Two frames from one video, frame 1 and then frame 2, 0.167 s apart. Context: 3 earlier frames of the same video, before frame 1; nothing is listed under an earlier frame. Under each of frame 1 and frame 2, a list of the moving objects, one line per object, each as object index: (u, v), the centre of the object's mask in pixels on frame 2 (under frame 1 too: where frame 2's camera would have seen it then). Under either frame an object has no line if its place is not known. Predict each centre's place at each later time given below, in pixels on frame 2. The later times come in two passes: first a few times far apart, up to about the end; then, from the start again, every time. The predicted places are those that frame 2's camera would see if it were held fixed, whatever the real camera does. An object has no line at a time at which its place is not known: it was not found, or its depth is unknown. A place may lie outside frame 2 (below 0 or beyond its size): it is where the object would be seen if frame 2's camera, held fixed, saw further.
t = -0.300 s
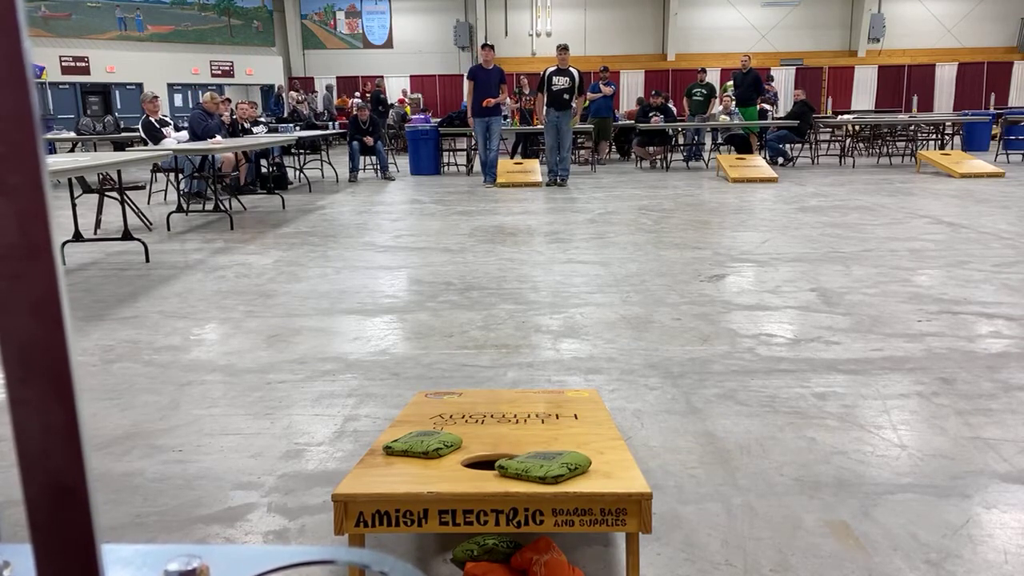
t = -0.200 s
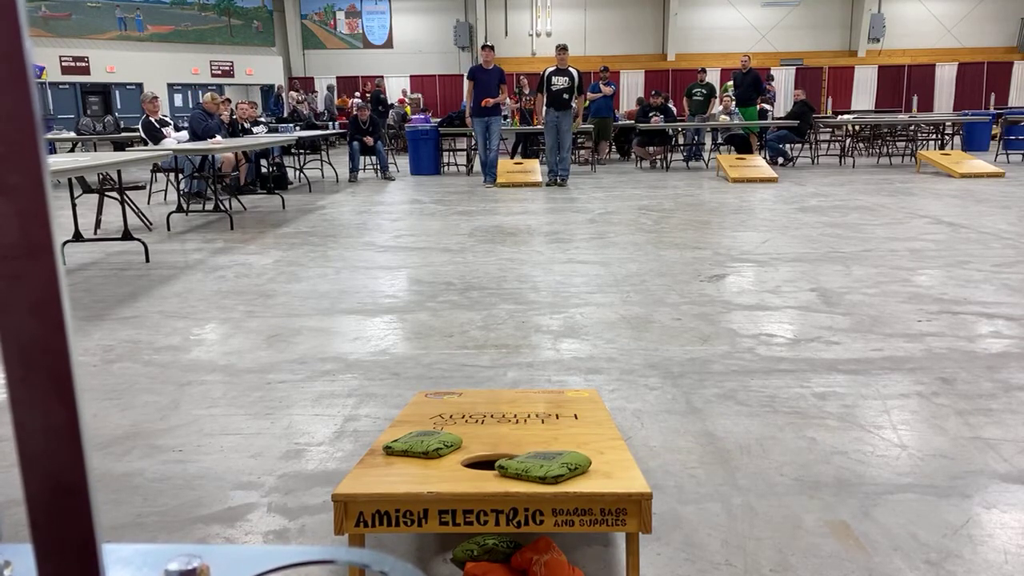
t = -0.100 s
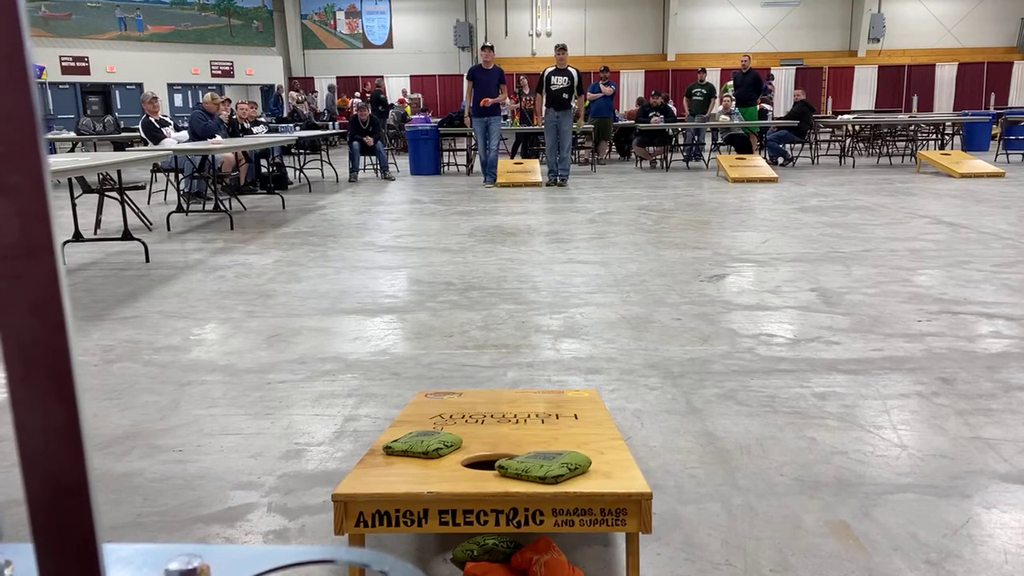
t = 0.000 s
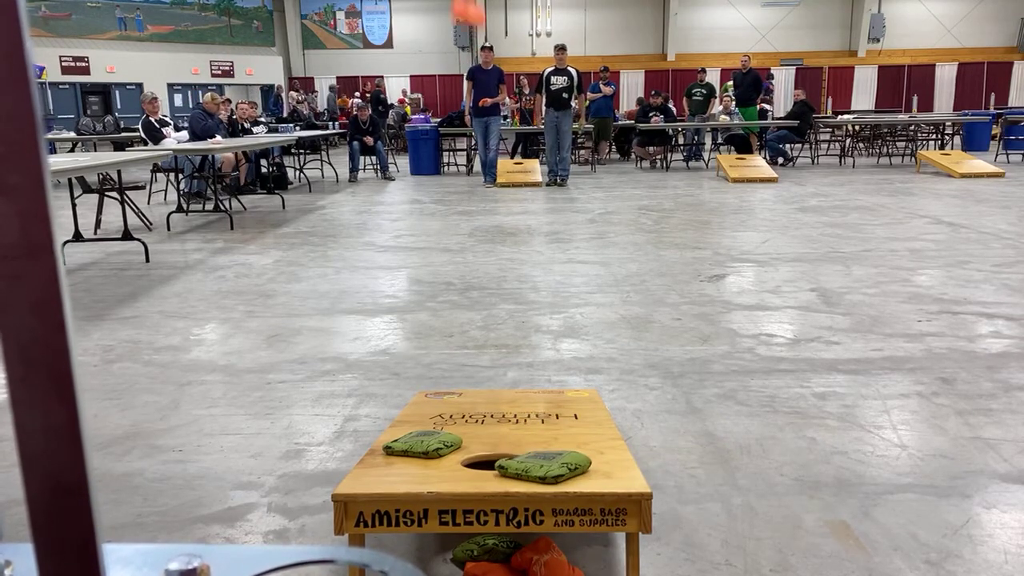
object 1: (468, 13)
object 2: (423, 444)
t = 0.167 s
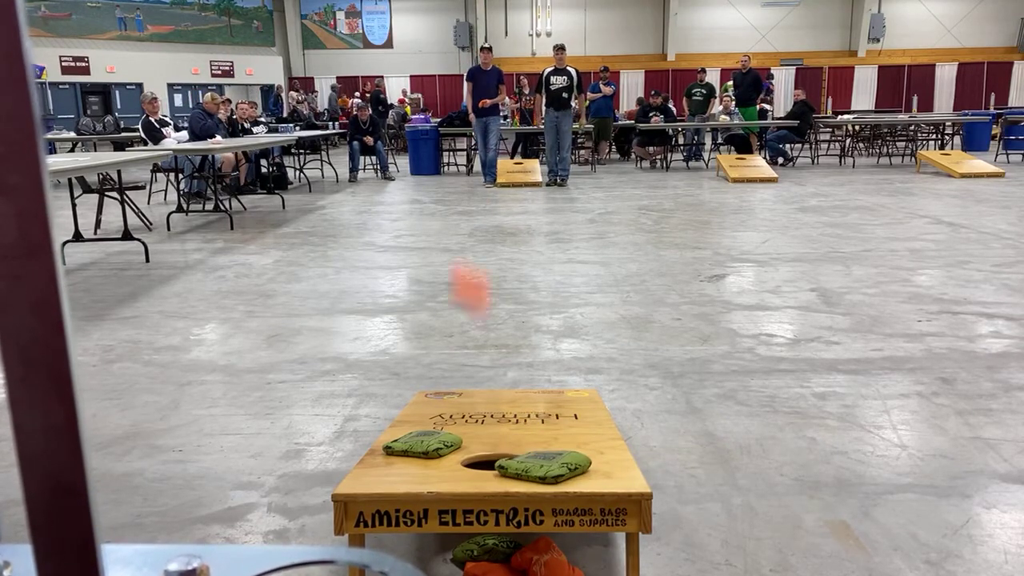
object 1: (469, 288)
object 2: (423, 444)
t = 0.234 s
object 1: (470, 399)
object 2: (424, 444)
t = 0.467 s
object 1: (465, 433)
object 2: (423, 442)
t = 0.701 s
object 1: (466, 441)
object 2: (406, 448)
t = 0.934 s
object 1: (466, 441)
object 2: (406, 448)
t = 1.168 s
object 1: (466, 441)
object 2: (406, 448)
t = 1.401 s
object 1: (466, 441)
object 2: (406, 448)
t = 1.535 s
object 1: (466, 441)
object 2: (406, 448)
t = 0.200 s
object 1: (471, 374)
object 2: (424, 444)
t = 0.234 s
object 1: (470, 399)
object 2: (424, 444)
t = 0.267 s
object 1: (469, 399)
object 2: (424, 444)
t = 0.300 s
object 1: (465, 405)
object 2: (424, 444)
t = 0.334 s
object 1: (460, 413)
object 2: (424, 444)
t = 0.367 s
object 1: (458, 421)
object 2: (424, 444)
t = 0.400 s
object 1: (458, 425)
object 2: (424, 444)
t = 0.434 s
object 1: (462, 429)
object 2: (424, 443)
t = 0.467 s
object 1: (465, 433)
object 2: (423, 442)
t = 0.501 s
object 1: (465, 436)
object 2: (420, 442)
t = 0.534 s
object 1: (465, 438)
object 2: (416, 444)
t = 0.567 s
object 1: (465, 440)
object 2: (413, 446)
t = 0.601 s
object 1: (465, 441)
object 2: (409, 447)
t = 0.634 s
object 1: (466, 441)
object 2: (407, 448)
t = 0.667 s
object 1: (466, 441)
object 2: (406, 448)
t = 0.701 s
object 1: (466, 441)
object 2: (406, 448)
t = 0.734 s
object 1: (466, 441)
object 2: (406, 448)
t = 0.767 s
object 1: (466, 441)
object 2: (406, 448)
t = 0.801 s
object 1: (466, 441)
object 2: (406, 448)
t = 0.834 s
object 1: (466, 441)
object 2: (406, 448)
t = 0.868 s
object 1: (466, 441)
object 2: (406, 448)
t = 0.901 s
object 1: (466, 441)
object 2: (406, 448)
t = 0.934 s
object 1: (466, 441)
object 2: (406, 448)
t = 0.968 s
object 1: (466, 441)
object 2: (406, 448)
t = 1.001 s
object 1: (466, 441)
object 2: (406, 448)
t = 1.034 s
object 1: (466, 441)
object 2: (406, 448)
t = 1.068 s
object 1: (466, 441)
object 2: (406, 448)
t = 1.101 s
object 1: (466, 441)
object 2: (406, 448)
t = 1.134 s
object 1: (466, 441)
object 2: (406, 448)
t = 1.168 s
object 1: (466, 441)
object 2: (406, 448)
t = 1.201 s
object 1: (466, 441)
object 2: (406, 448)
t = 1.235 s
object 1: (466, 441)
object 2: (406, 448)
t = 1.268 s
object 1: (466, 441)
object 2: (406, 448)
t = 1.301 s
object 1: (466, 441)
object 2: (406, 448)
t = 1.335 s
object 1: (466, 441)
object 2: (406, 448)
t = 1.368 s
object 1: (466, 441)
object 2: (406, 448)
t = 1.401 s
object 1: (466, 441)
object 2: (406, 448)
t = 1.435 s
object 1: (466, 441)
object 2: (406, 448)
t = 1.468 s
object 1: (466, 441)
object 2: (406, 448)
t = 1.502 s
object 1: (466, 441)
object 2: (406, 448)
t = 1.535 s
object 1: (466, 441)
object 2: (406, 448)
